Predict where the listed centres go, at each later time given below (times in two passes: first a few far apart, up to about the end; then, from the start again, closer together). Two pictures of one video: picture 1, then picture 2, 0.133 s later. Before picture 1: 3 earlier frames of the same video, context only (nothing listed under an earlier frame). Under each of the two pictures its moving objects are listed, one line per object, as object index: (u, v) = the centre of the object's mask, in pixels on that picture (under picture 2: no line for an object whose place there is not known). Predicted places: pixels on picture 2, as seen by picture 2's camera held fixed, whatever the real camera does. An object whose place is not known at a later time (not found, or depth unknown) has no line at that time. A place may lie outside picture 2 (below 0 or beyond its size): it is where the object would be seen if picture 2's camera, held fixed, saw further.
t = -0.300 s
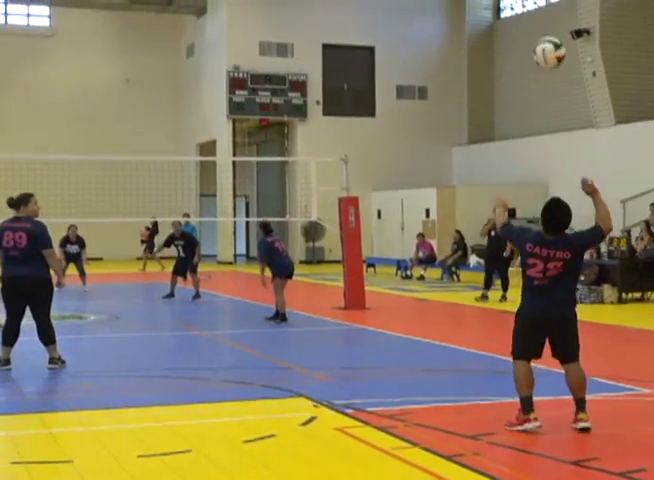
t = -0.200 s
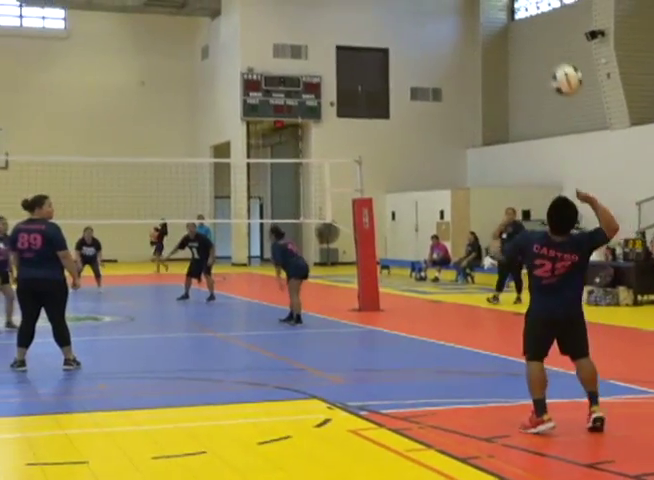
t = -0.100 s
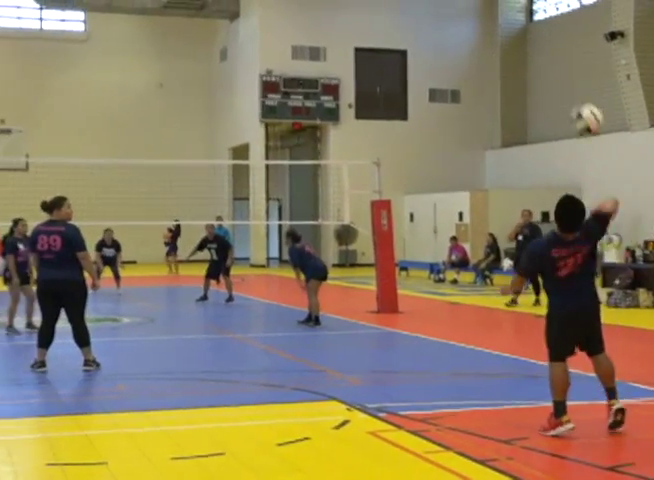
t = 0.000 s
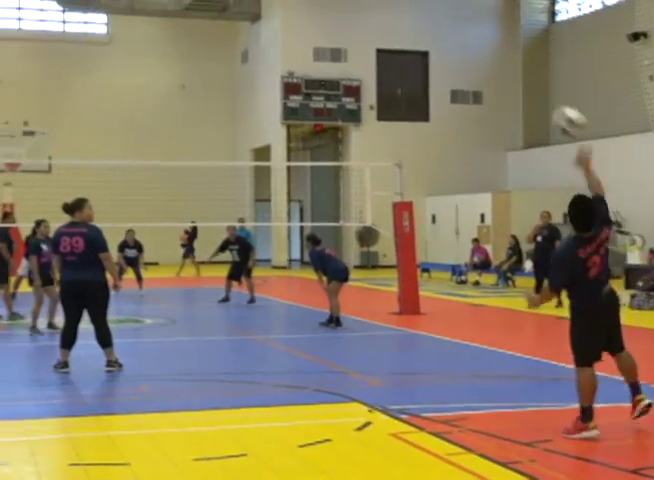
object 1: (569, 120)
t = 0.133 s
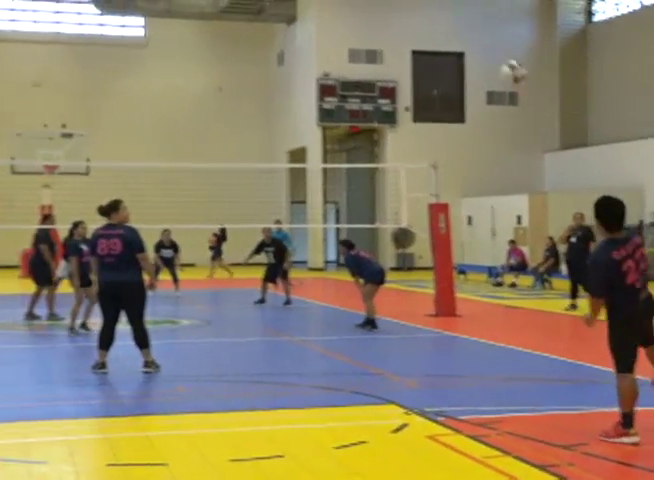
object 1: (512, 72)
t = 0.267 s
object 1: (451, 54)
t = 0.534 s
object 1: (376, 67)
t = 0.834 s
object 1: (325, 123)
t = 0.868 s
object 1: (320, 133)
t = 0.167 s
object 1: (495, 65)
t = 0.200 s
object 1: (479, 60)
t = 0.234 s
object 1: (463, 56)
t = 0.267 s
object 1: (451, 54)
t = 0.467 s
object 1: (390, 59)
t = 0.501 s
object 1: (382, 63)
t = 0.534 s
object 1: (376, 67)
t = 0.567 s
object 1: (369, 72)
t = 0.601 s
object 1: (362, 78)
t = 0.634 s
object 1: (356, 83)
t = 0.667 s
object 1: (351, 88)
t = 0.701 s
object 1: (345, 94)
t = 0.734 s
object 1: (338, 101)
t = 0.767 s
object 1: (335, 108)
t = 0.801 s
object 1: (330, 114)
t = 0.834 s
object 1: (325, 123)
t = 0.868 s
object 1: (320, 133)
